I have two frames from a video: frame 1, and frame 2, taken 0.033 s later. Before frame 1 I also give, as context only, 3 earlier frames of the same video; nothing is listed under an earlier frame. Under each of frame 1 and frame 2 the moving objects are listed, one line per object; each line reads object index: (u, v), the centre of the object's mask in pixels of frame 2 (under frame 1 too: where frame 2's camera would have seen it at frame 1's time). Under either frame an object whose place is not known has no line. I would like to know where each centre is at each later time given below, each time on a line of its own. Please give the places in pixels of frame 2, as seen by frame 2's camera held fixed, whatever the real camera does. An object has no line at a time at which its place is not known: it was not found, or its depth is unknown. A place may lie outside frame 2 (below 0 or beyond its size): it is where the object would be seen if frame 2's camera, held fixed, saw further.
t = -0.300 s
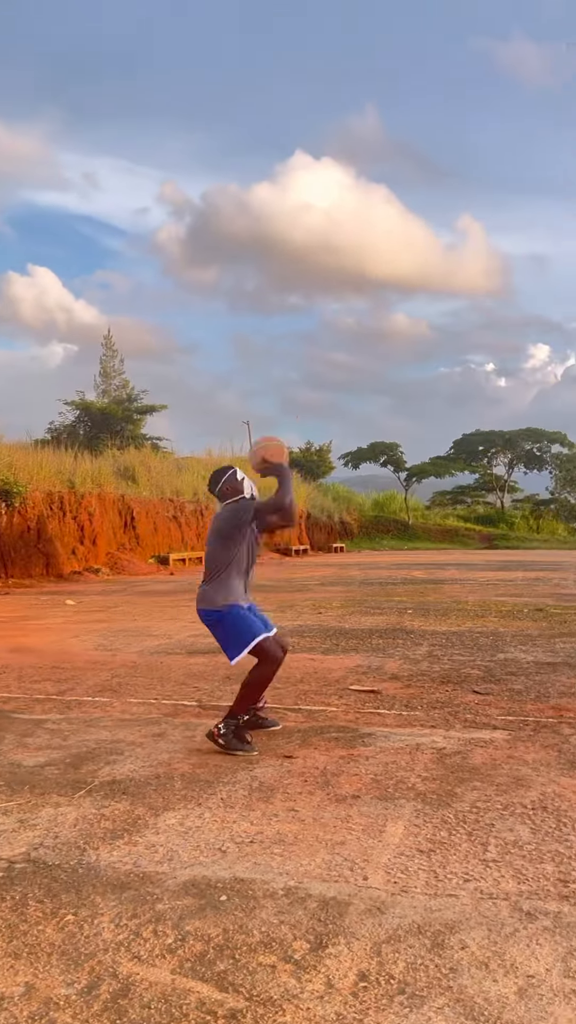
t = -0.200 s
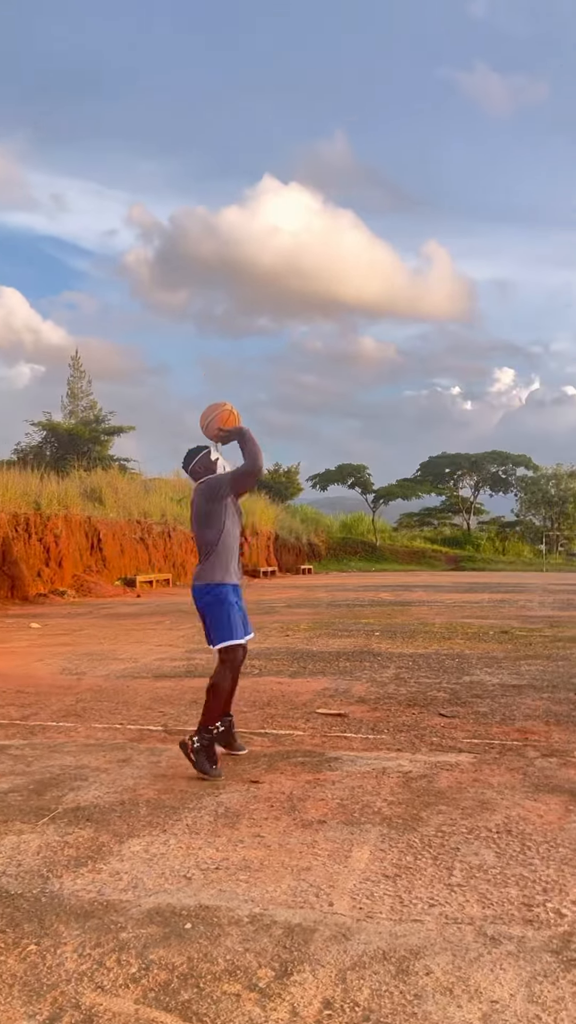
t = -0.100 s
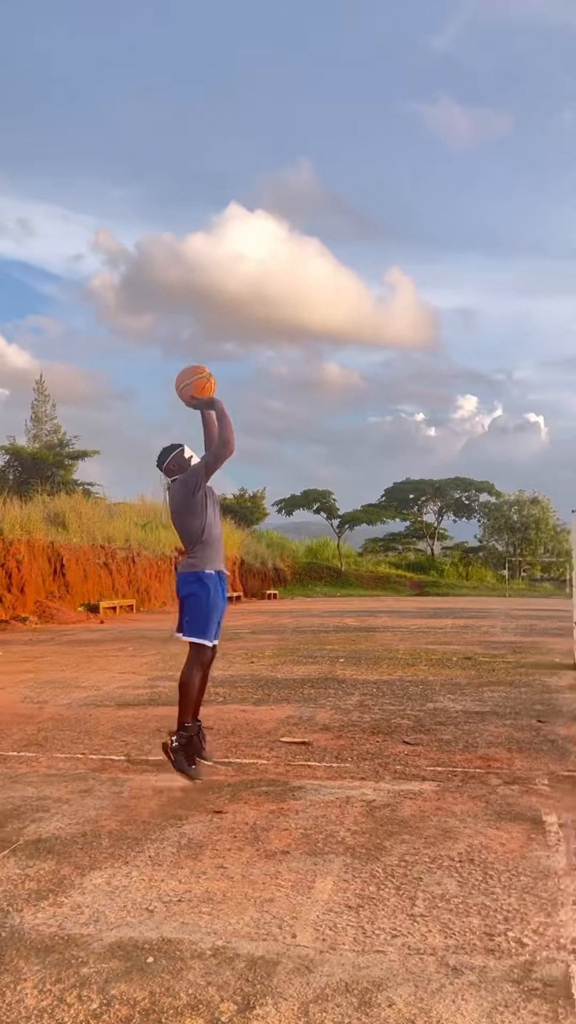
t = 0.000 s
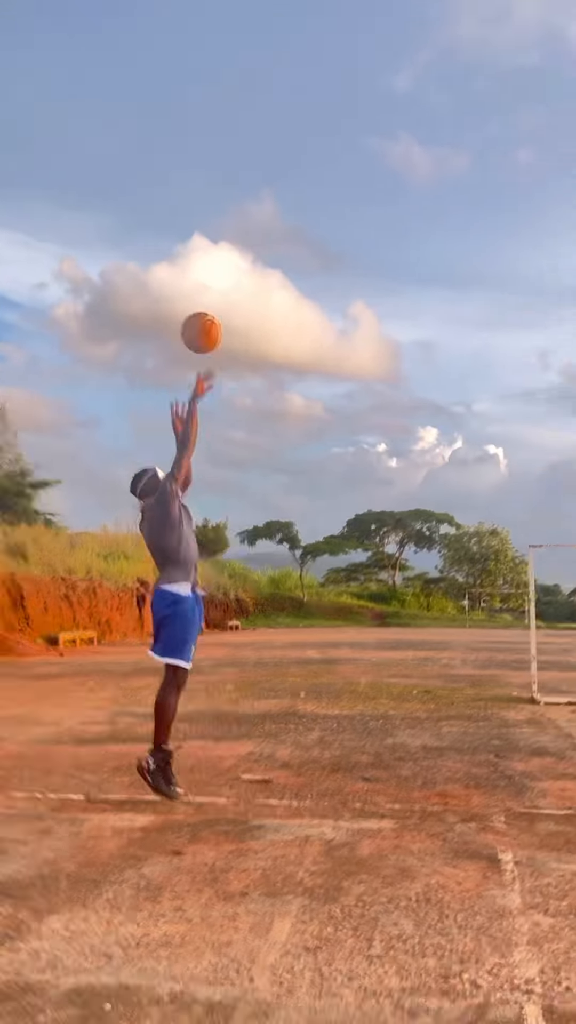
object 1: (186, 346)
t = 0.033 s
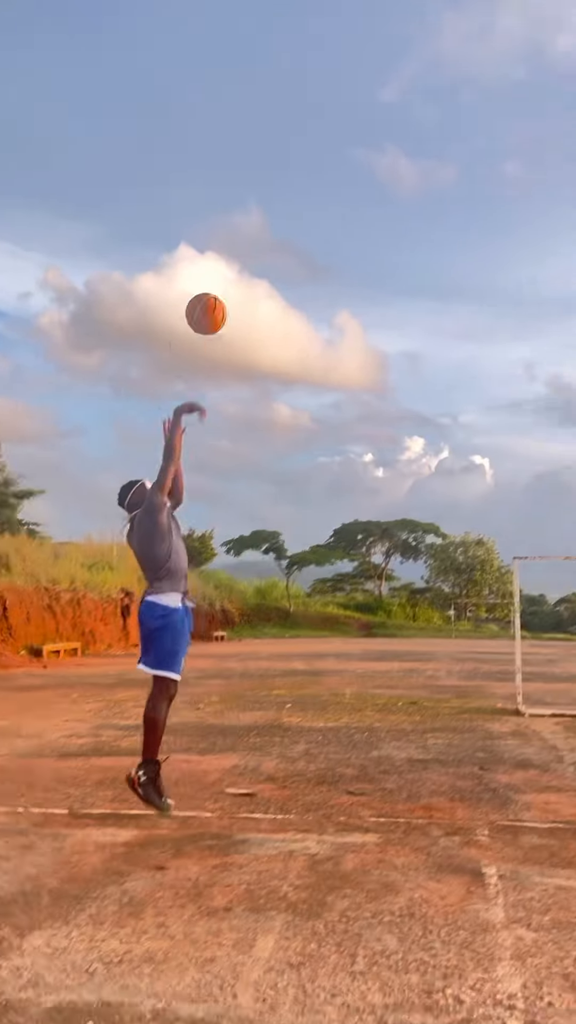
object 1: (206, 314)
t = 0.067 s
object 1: (225, 284)
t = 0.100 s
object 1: (245, 256)
